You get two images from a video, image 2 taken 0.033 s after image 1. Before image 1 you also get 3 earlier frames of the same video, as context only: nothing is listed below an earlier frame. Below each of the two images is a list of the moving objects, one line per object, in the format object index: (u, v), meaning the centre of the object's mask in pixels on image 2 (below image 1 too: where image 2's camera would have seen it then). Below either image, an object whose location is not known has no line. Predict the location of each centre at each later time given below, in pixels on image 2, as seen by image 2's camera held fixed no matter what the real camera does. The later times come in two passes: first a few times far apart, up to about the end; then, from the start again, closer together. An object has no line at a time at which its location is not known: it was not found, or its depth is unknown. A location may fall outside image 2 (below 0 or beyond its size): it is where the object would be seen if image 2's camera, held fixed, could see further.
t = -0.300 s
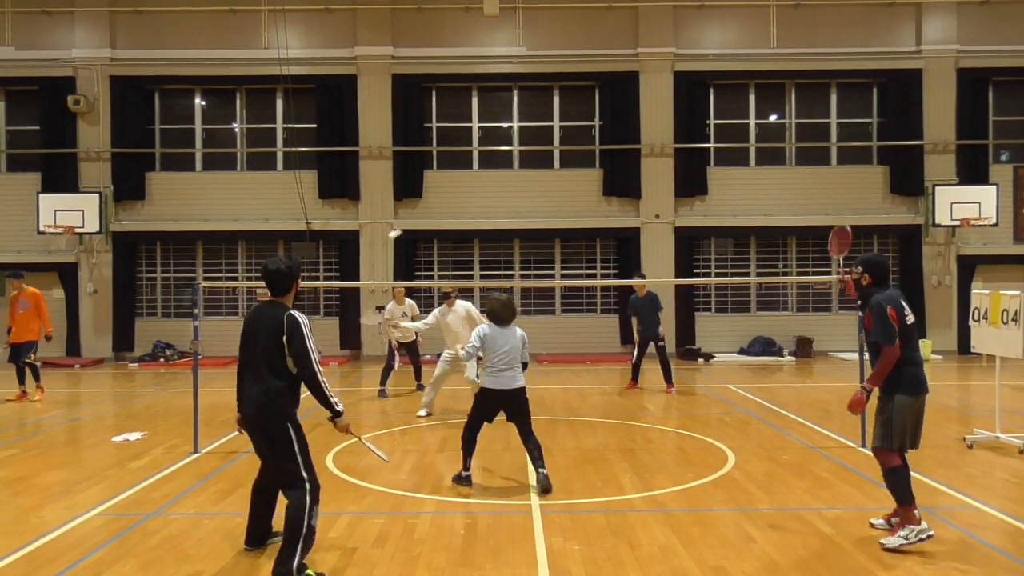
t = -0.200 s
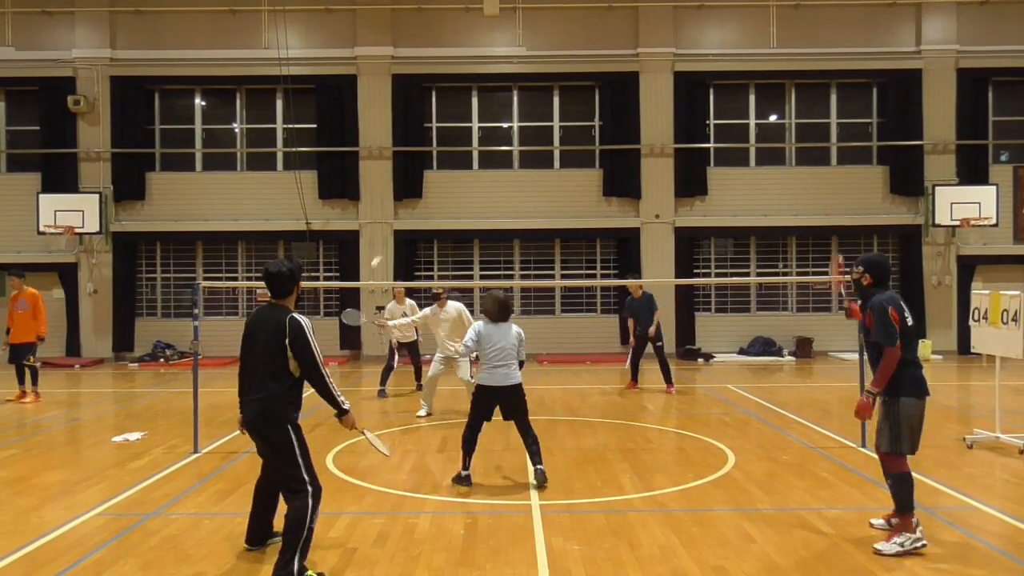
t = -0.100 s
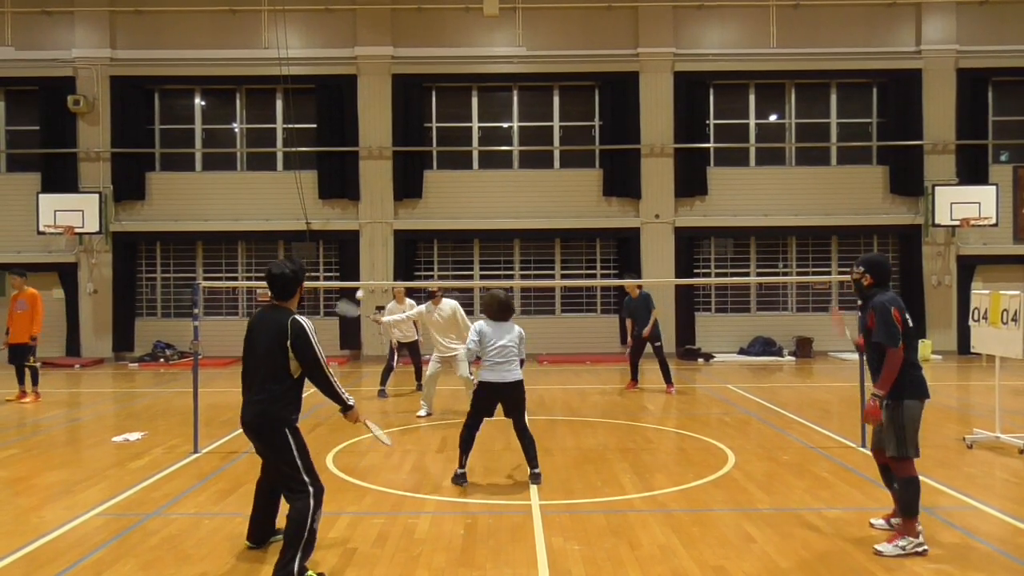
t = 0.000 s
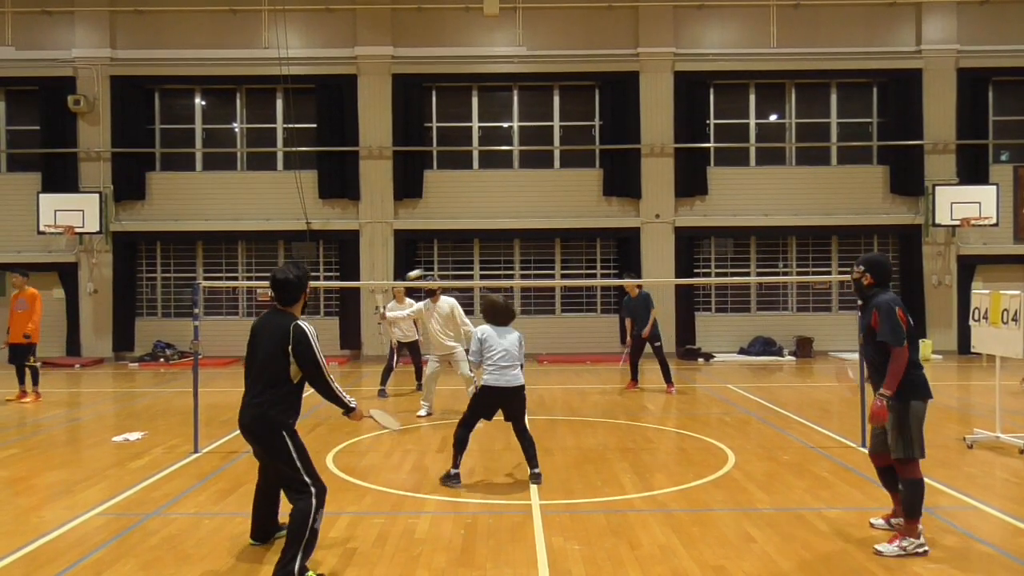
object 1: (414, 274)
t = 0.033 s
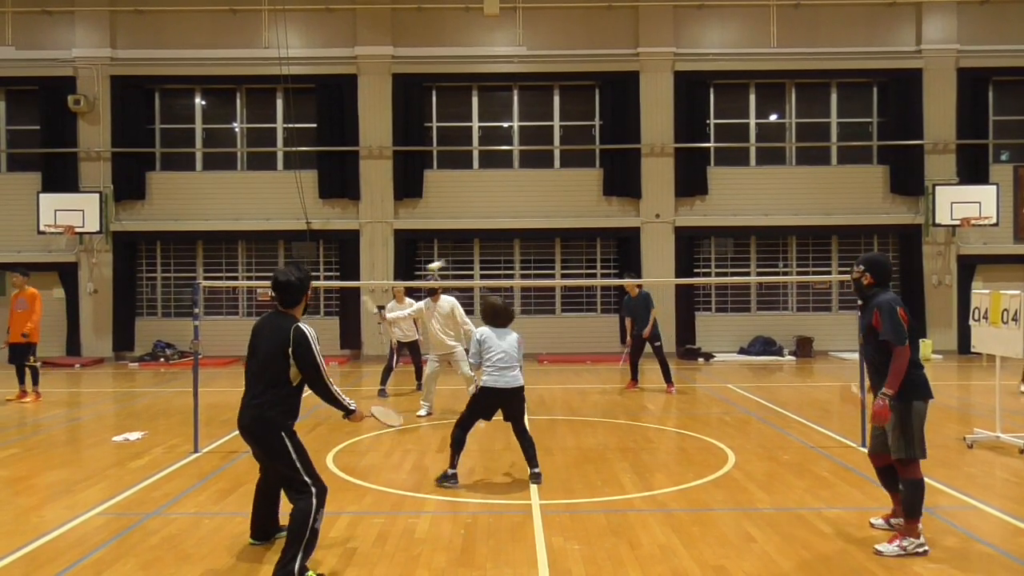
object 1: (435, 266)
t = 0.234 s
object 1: (545, 244)
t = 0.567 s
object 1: (700, 307)
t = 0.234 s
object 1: (545, 244)
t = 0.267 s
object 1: (562, 245)
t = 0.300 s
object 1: (578, 247)
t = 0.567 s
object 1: (700, 307)
